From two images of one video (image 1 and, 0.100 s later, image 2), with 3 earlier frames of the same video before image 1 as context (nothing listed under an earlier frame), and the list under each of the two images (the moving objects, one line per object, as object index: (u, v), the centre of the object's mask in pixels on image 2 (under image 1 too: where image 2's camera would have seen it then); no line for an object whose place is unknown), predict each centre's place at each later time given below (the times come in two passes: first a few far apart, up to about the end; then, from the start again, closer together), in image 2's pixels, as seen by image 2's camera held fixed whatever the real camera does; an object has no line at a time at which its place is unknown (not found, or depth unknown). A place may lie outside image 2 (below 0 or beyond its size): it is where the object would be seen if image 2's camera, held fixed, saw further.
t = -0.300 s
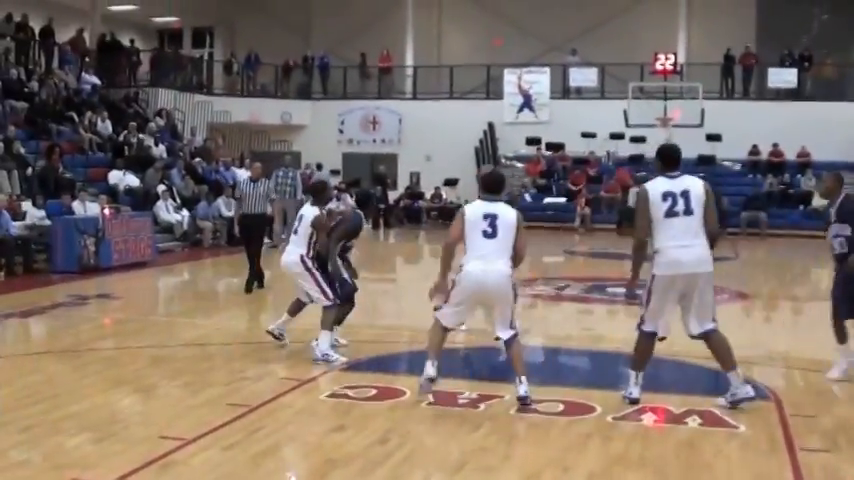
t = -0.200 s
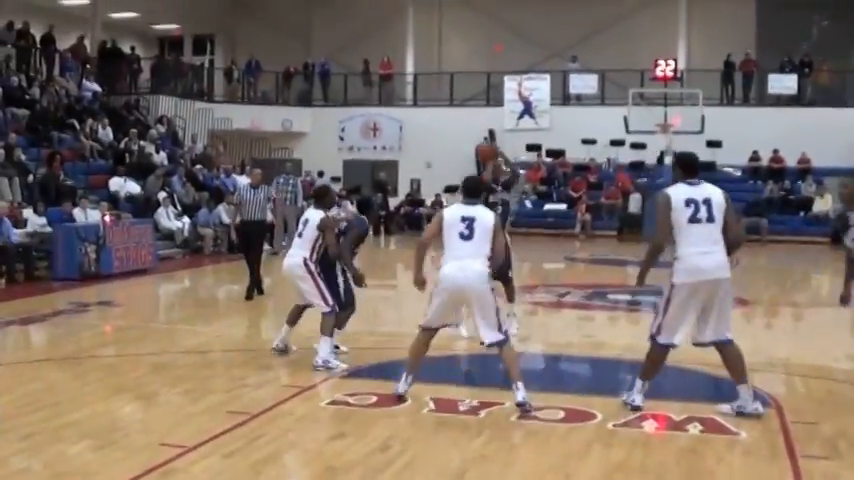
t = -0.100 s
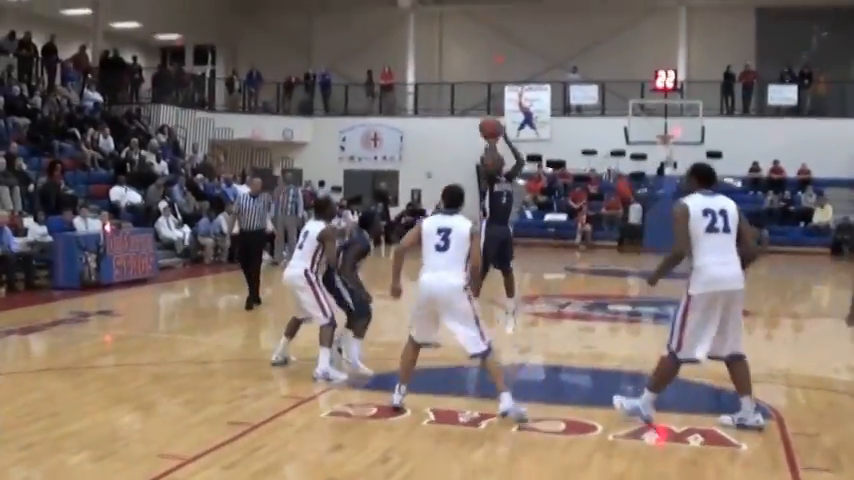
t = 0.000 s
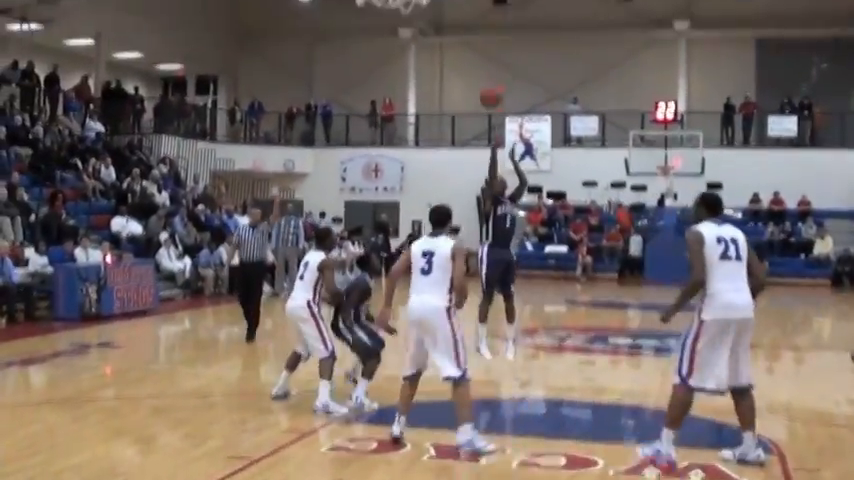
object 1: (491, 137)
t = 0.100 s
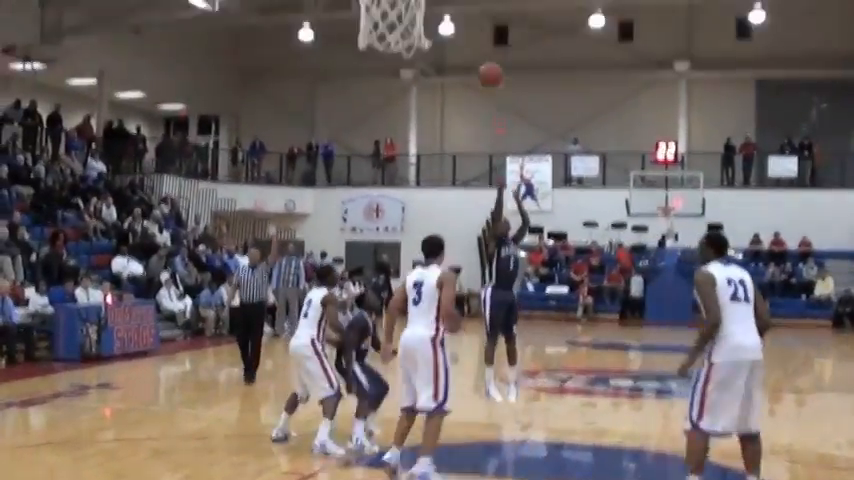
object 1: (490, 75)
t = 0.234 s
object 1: (487, -5)
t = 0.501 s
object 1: (476, -124)
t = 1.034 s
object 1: (427, -170)
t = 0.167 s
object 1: (489, 35)
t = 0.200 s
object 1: (488, 14)
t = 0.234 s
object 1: (487, -5)
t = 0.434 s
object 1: (478, -103)
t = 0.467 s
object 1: (477, -114)
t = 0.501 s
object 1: (476, -124)
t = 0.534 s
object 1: (475, -135)
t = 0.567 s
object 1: (474, -144)
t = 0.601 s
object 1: (472, -151)
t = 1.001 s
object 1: (431, -175)
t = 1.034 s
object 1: (427, -170)
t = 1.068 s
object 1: (425, -163)
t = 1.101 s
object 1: (424, -153)
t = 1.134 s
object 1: (420, -129)
